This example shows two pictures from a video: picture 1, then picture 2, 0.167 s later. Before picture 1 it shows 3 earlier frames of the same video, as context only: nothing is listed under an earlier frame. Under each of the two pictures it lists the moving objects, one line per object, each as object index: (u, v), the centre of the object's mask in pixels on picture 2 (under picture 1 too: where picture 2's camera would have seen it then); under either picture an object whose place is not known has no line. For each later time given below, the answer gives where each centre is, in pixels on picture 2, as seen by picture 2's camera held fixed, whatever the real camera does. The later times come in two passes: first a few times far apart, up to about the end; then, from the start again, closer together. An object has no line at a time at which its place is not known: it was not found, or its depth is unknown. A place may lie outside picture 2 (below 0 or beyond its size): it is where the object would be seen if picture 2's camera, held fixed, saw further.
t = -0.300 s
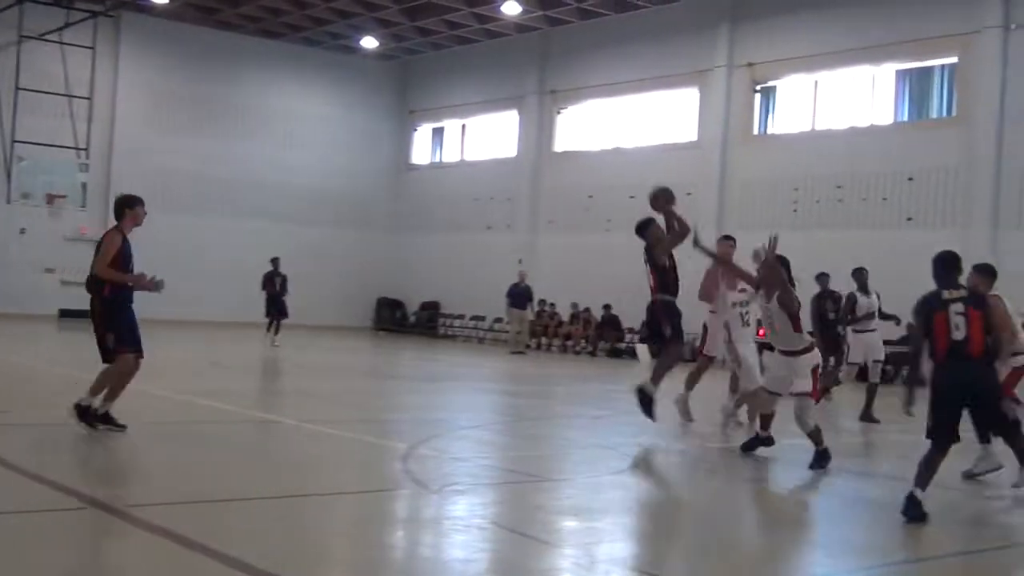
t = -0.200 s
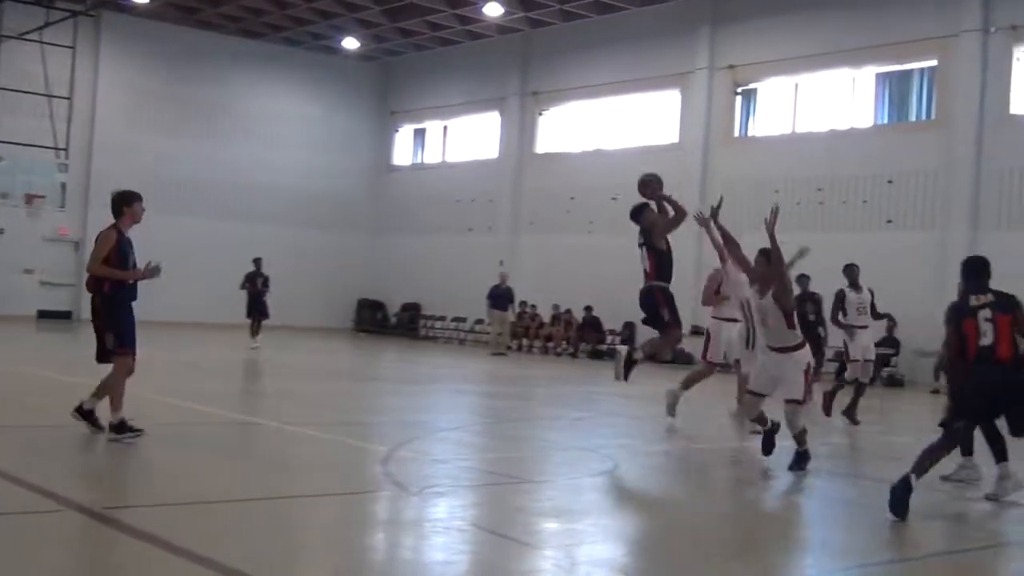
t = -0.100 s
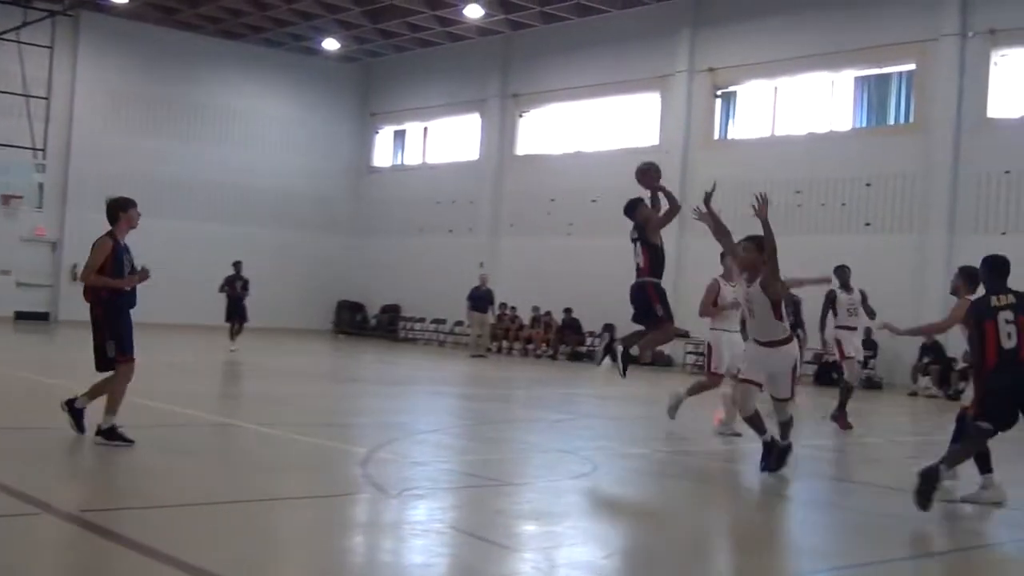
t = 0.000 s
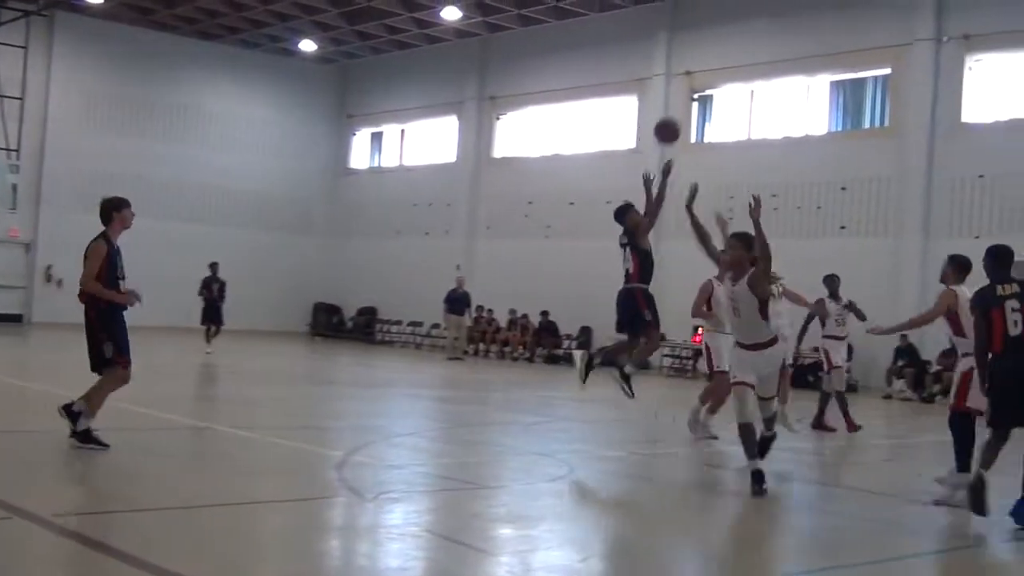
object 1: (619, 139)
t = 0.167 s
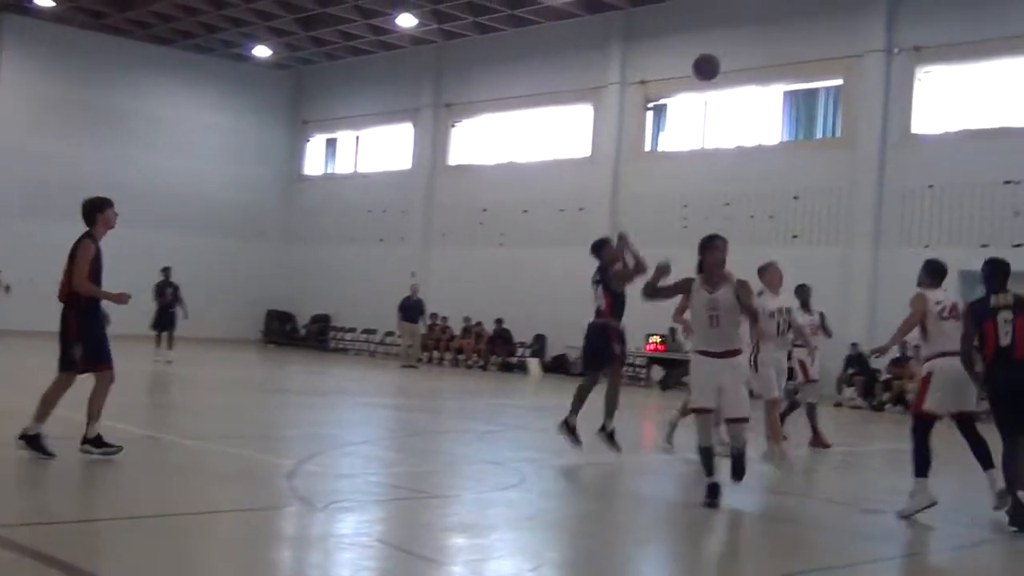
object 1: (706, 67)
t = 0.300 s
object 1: (776, 29)
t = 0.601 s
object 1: (933, 15)
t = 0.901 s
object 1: (1093, 114)
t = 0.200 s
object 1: (724, 56)
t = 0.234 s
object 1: (741, 46)
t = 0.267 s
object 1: (758, 37)
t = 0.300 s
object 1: (776, 29)
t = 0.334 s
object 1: (793, 23)
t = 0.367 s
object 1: (811, 18)
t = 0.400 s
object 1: (829, 13)
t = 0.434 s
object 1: (846, 11)
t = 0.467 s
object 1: (863, 9)
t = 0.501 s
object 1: (881, 8)
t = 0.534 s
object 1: (898, 10)
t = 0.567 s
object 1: (915, 12)
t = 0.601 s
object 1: (933, 15)
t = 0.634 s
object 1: (950, 19)
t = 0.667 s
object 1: (967, 26)
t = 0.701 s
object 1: (985, 34)
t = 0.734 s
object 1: (1004, 43)
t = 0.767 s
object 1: (1022, 52)
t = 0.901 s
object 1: (1093, 114)
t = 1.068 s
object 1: (1128, 169)
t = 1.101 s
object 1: (1127, 179)
